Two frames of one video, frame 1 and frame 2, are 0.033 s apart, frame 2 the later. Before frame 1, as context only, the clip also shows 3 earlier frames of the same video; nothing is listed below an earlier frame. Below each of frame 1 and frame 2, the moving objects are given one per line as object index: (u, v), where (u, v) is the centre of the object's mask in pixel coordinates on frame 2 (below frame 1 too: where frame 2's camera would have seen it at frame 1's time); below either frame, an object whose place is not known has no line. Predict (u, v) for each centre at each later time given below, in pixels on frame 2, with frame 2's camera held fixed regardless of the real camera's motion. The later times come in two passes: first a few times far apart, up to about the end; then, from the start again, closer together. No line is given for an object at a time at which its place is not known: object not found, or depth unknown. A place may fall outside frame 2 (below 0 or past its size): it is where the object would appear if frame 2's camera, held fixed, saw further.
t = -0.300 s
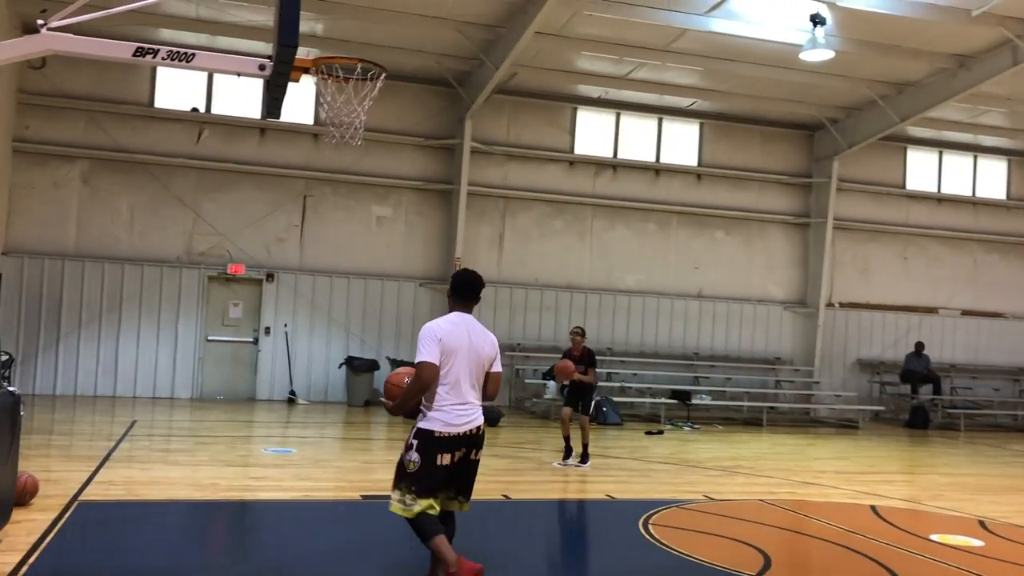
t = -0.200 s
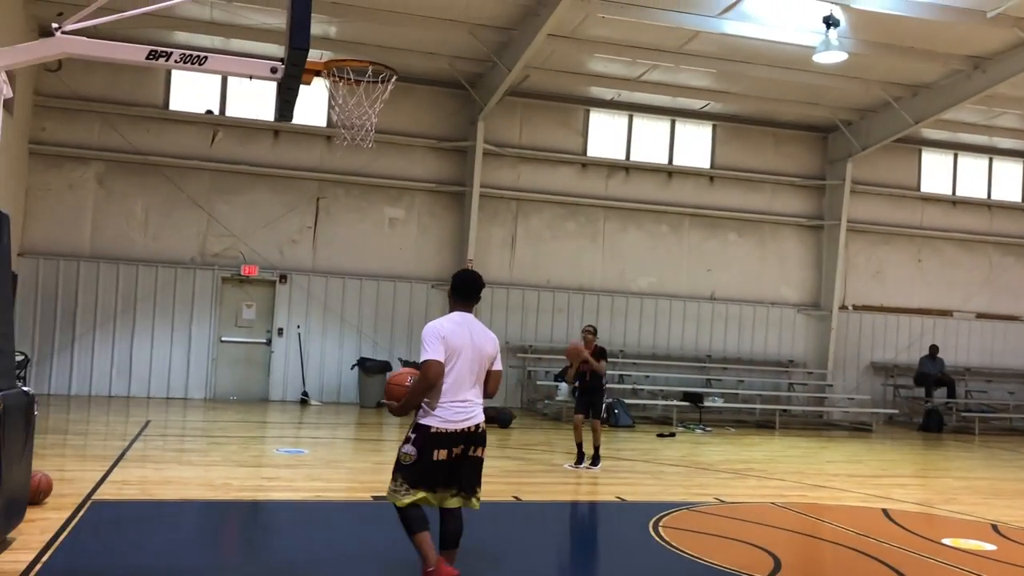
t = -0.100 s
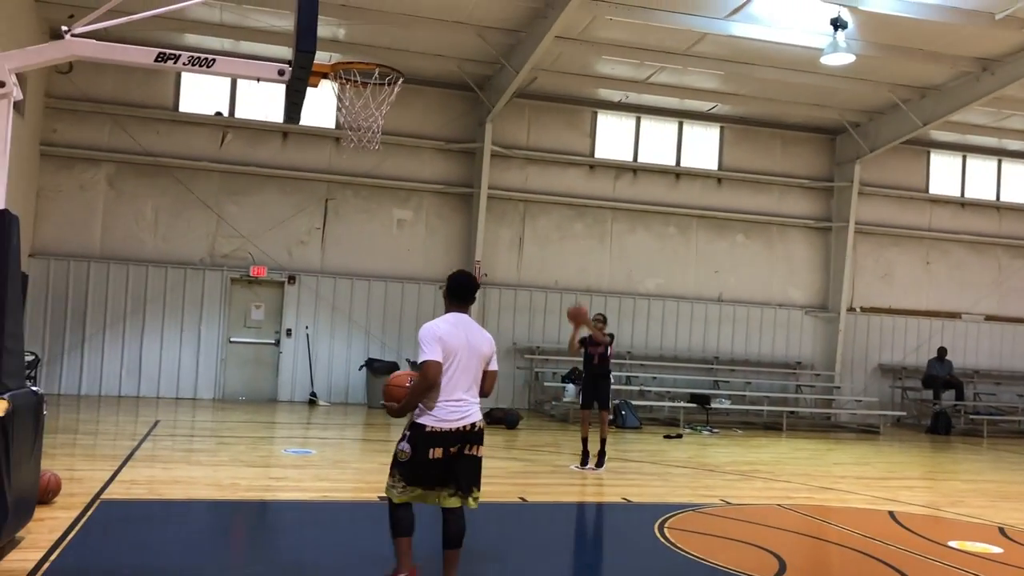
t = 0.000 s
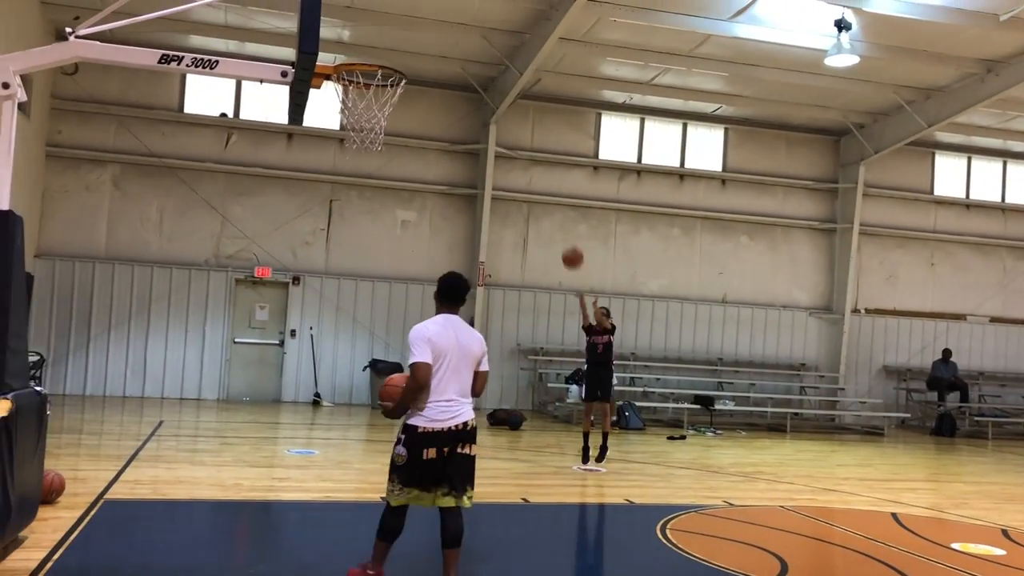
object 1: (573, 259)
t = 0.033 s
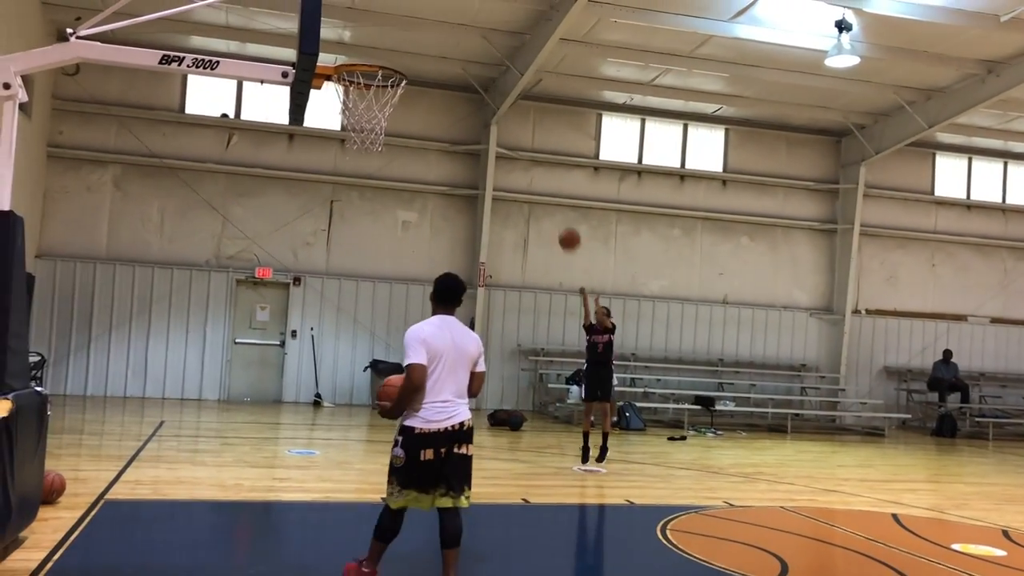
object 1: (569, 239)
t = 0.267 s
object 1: (539, 124)
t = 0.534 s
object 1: (494, 38)
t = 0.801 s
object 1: (433, 18)
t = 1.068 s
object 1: (350, 100)
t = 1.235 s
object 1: (341, 166)
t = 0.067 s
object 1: (565, 222)
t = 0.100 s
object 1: (561, 203)
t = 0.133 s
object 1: (557, 186)
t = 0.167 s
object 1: (553, 170)
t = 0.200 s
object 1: (549, 154)
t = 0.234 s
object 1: (544, 138)
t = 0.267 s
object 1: (539, 124)
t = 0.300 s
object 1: (534, 111)
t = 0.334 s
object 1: (529, 98)
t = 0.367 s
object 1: (525, 86)
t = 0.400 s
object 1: (519, 74)
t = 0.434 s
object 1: (513, 62)
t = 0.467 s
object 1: (507, 54)
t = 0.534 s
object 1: (494, 38)
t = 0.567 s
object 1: (489, 32)
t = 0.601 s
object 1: (481, 26)
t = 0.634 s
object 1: (473, 21)
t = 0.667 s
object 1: (466, 18)
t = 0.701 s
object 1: (458, 16)
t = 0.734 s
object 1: (450, 15)
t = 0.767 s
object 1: (442, 16)
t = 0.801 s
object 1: (433, 18)
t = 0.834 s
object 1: (423, 23)
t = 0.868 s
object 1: (413, 28)
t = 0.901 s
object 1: (403, 36)
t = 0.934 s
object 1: (392, 44)
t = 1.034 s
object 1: (355, 86)
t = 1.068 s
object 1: (350, 100)
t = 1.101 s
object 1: (346, 111)
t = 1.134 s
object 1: (347, 124)
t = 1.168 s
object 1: (345, 137)
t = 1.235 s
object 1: (341, 166)
